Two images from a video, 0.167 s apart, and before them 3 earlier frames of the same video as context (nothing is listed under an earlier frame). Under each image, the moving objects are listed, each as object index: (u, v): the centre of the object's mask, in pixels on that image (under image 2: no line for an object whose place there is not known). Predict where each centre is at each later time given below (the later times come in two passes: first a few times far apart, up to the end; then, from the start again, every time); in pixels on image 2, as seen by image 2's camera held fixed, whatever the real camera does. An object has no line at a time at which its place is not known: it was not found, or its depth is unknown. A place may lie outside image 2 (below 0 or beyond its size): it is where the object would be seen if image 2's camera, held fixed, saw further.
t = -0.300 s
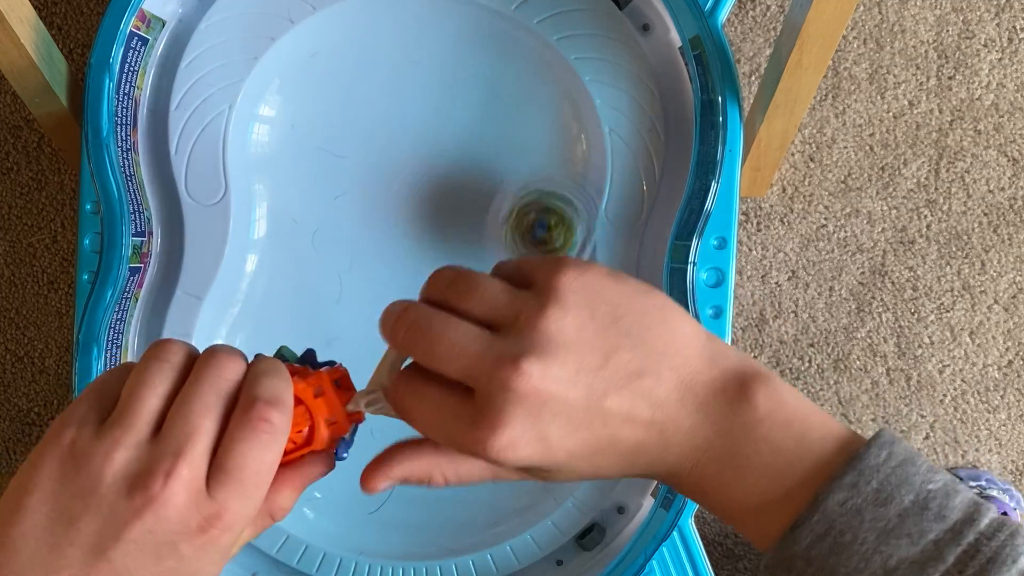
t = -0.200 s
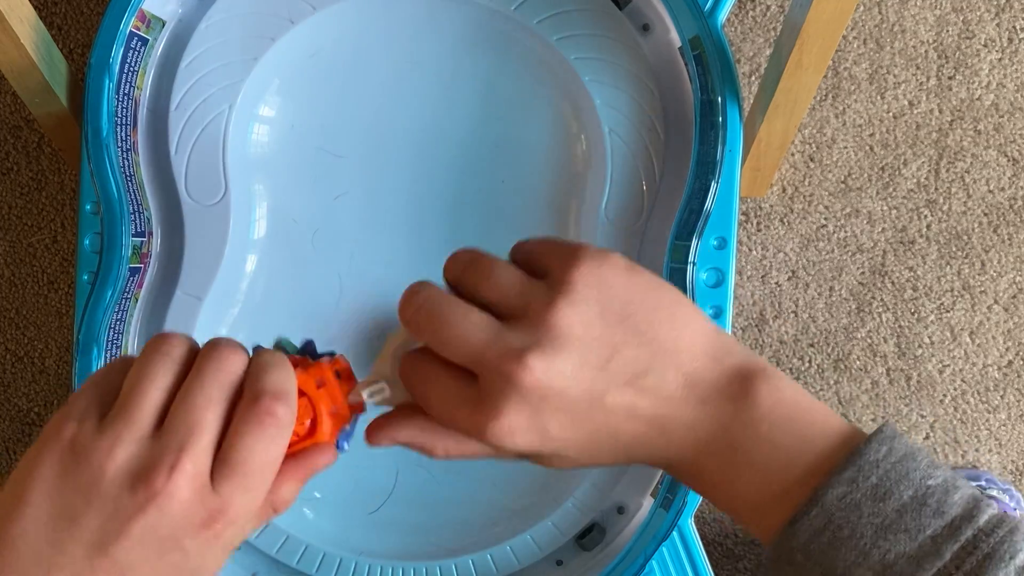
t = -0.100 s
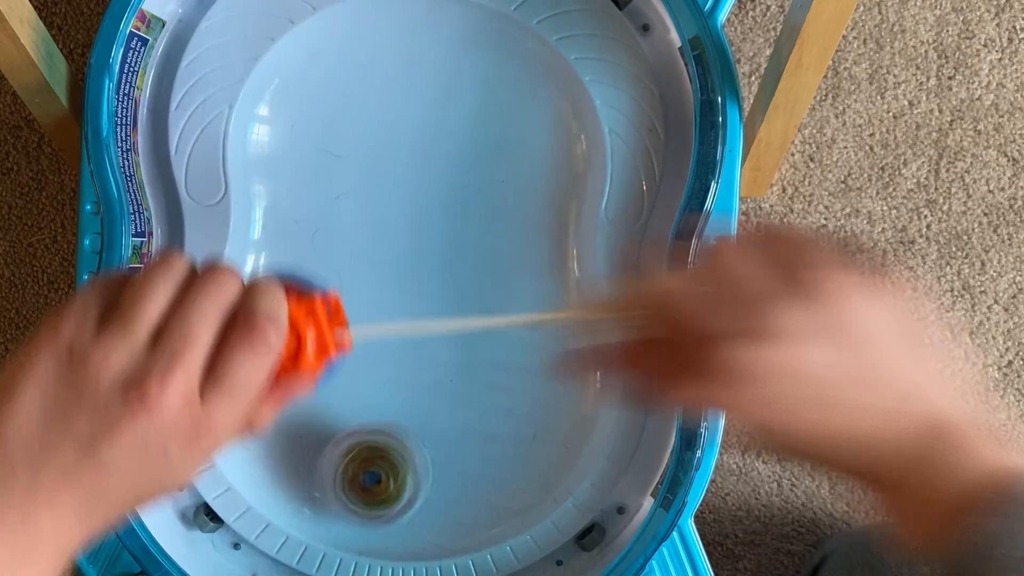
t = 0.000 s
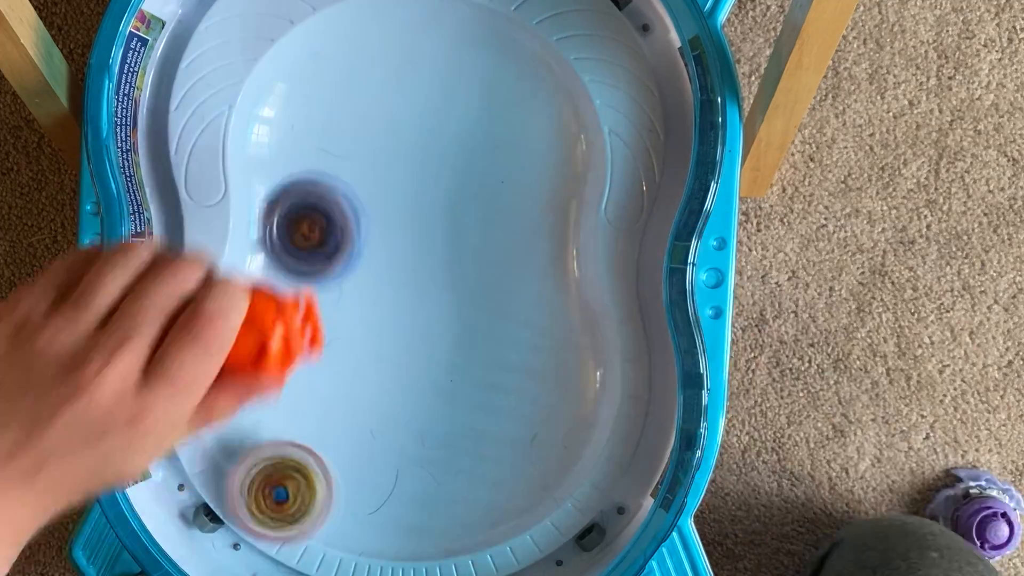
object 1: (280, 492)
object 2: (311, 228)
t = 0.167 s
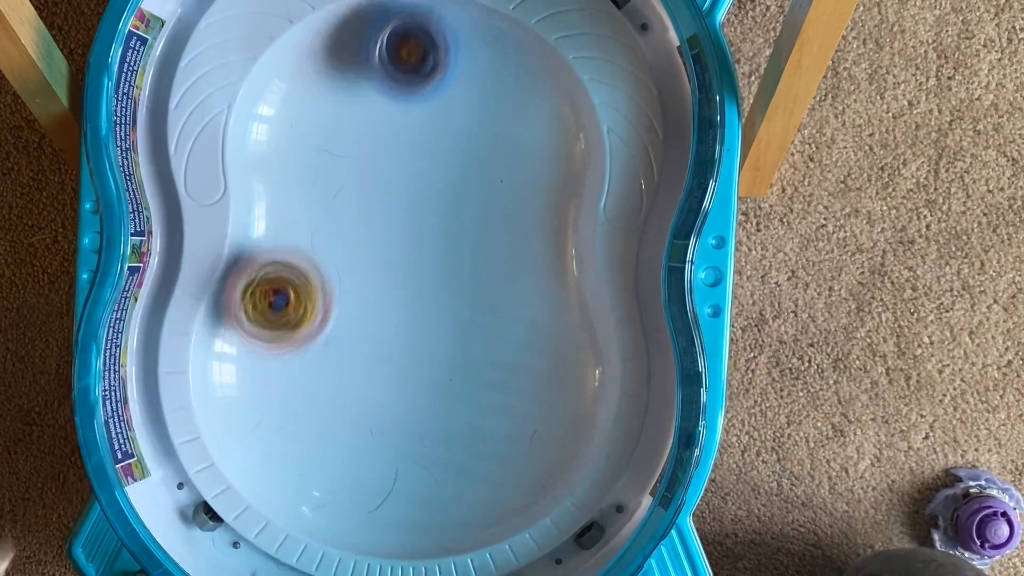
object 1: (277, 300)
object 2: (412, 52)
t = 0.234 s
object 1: (326, 221)
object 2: (464, 36)
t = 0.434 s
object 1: (471, 85)
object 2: (508, 249)
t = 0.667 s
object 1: (537, 251)
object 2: (312, 525)
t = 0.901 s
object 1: (407, 453)
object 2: (287, 328)
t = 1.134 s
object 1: (243, 324)
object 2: (480, 37)
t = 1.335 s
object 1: (373, 104)
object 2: (499, 232)
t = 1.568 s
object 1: (559, 157)
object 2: (316, 523)
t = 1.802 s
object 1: (469, 428)
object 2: (289, 339)
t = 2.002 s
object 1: (280, 445)
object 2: (461, 77)
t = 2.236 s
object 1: (338, 176)
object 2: (519, 186)
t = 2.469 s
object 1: (533, 109)
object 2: (375, 455)
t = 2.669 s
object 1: (516, 294)
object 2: (266, 436)
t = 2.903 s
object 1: (366, 450)
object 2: (381, 166)
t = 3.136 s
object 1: (265, 323)
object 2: (536, 98)
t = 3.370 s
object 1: (382, 207)
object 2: (470, 334)
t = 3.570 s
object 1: (470, 229)
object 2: (323, 474)
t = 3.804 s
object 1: (512, 339)
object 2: (273, 304)
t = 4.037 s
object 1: (440, 438)
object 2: (452, 109)
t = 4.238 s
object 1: (317, 394)
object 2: (546, 165)
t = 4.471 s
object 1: (335, 289)
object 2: (445, 376)
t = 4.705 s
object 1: (405, 238)
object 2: (290, 414)
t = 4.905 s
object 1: (460, 263)
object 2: (299, 251)
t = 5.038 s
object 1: (476, 304)
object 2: (389, 159)
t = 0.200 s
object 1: (303, 260)
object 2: (439, 32)
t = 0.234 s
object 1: (326, 221)
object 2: (464, 36)
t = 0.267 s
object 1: (352, 185)
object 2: (486, 43)
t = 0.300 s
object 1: (374, 154)
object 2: (509, 65)
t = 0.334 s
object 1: (403, 123)
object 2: (522, 102)
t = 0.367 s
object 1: (424, 106)
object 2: (525, 149)
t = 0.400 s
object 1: (448, 91)
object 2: (521, 200)
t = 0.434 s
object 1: (471, 85)
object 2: (508, 249)
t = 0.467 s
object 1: (501, 87)
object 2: (487, 301)
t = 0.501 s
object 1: (518, 100)
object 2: (463, 353)
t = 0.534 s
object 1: (541, 119)
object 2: (438, 400)
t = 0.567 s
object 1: (552, 145)
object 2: (409, 444)
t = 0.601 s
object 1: (553, 179)
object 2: (377, 480)
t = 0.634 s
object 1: (548, 211)
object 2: (344, 513)
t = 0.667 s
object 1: (537, 251)
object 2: (312, 525)
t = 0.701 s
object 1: (523, 287)
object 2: (285, 529)
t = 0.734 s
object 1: (508, 323)
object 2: (266, 515)
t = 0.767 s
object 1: (492, 359)
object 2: (251, 491)
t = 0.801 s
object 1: (475, 391)
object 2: (248, 462)
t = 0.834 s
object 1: (456, 419)
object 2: (246, 422)
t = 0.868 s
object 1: (433, 439)
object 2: (264, 378)
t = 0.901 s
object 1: (407, 453)
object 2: (287, 328)
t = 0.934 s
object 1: (378, 458)
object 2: (314, 277)
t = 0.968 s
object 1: (347, 457)
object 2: (344, 226)
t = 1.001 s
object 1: (317, 448)
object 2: (372, 174)
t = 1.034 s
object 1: (287, 427)
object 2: (399, 124)
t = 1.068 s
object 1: (261, 400)
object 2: (424, 82)
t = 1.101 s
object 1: (246, 363)
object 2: (455, 49)
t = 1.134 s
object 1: (243, 324)
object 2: (480, 37)
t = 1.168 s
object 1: (254, 287)
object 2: (500, 43)
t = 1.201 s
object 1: (273, 247)
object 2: (522, 57)
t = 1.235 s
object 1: (295, 207)
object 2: (530, 86)
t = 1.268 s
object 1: (318, 171)
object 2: (529, 131)
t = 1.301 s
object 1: (348, 136)
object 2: (518, 180)
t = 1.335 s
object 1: (373, 104)
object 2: (499, 232)
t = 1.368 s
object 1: (399, 84)
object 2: (479, 283)
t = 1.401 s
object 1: (432, 71)
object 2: (454, 336)
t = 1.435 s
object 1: (462, 69)
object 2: (431, 385)
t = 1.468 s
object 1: (491, 76)
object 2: (405, 435)
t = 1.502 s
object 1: (518, 95)
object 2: (378, 471)
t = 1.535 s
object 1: (546, 125)
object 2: (341, 507)
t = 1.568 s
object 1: (559, 157)
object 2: (316, 523)
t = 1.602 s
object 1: (559, 193)
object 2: (291, 521)
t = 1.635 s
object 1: (553, 235)
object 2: (271, 510)
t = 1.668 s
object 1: (539, 278)
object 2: (257, 495)
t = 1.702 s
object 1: (524, 317)
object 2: (249, 468)
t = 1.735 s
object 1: (507, 358)
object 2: (248, 430)
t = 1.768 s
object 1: (490, 395)
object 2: (265, 389)
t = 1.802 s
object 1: (469, 428)
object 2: (289, 339)
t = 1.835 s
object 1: (445, 454)
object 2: (318, 290)
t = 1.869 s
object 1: (418, 468)
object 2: (348, 241)
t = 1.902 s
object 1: (384, 476)
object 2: (377, 191)
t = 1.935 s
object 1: (349, 476)
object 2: (408, 148)
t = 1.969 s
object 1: (312, 467)
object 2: (436, 105)
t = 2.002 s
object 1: (280, 445)
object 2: (461, 77)
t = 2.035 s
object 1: (255, 414)
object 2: (491, 53)
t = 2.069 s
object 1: (240, 376)
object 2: (512, 49)
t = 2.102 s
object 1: (238, 334)
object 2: (529, 57)
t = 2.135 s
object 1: (253, 292)
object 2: (535, 79)
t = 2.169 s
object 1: (278, 250)
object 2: (538, 107)
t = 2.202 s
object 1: (306, 212)
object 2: (531, 144)
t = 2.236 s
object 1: (338, 176)
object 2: (519, 186)
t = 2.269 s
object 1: (367, 148)
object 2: (497, 232)
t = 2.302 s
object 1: (395, 119)
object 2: (478, 276)
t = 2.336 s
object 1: (422, 100)
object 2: (457, 317)
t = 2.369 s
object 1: (449, 89)
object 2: (437, 358)
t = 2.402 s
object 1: (477, 87)
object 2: (420, 396)
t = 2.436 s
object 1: (510, 93)
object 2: (398, 429)
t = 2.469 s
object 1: (533, 109)
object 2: (375, 455)
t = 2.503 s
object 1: (552, 133)
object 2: (351, 472)
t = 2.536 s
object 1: (561, 159)
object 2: (326, 486)
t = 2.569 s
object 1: (561, 193)
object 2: (304, 489)
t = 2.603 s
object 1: (550, 226)
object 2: (287, 482)
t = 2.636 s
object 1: (534, 260)
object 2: (276, 464)
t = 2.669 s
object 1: (516, 294)
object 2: (266, 436)
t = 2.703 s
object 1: (497, 324)
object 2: (268, 401)
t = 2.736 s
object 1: (477, 357)
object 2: (272, 362)
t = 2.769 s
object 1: (458, 388)
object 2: (285, 321)
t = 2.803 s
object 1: (436, 415)
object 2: (305, 280)
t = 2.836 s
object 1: (416, 434)
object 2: (330, 240)
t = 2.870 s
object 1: (392, 445)
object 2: (356, 203)
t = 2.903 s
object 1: (366, 450)
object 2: (381, 166)
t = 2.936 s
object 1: (341, 446)
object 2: (406, 137)
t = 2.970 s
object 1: (314, 435)
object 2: (430, 111)
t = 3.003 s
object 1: (291, 419)
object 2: (451, 91)
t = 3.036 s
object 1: (273, 398)
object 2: (477, 78)
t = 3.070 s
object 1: (262, 375)
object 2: (502, 75)
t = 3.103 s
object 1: (259, 348)
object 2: (522, 83)
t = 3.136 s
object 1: (265, 323)
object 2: (536, 98)
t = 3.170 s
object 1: (278, 298)
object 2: (547, 118)
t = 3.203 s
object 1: (294, 276)
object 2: (552, 148)
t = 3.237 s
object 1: (311, 258)
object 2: (545, 181)
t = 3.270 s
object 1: (330, 241)
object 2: (534, 212)
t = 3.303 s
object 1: (350, 227)
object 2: (514, 253)
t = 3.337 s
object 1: (367, 216)
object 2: (491, 295)
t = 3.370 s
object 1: (382, 207)
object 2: (470, 334)
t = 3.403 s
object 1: (398, 204)
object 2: (449, 369)
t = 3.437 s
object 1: (414, 205)
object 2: (428, 404)
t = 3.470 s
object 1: (430, 208)
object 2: (405, 430)
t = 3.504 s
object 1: (444, 213)
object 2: (380, 452)
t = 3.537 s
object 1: (459, 220)
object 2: (351, 469)
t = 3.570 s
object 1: (470, 229)
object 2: (323, 474)
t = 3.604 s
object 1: (482, 241)
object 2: (298, 474)
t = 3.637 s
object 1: (490, 255)
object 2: (275, 462)
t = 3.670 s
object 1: (497, 271)
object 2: (260, 441)
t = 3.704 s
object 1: (501, 287)
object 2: (249, 415)
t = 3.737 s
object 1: (504, 305)
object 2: (244, 379)
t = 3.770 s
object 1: (508, 322)
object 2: (256, 344)
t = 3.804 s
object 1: (512, 339)
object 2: (273, 304)
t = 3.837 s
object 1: (516, 356)
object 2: (298, 266)
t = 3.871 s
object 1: (515, 373)
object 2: (322, 231)
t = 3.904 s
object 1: (509, 391)
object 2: (352, 198)
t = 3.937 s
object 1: (497, 408)
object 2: (377, 168)
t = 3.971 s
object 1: (482, 421)
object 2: (404, 144)
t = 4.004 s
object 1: (462, 431)
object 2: (426, 125)
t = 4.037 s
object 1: (440, 438)
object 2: (452, 109)
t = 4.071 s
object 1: (417, 440)
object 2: (473, 103)
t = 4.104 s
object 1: (393, 438)
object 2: (497, 101)
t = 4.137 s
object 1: (371, 432)
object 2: (515, 109)
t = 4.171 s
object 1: (349, 422)
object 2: (533, 122)
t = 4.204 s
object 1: (331, 410)
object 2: (542, 140)
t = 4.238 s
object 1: (317, 394)
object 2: (546, 165)
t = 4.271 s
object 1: (306, 377)
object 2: (543, 189)
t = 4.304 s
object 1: (301, 359)
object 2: (530, 223)
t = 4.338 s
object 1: (301, 341)
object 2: (516, 253)
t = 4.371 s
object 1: (307, 327)
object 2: (497, 289)
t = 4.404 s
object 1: (316, 314)
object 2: (480, 319)
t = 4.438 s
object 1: (326, 301)
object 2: (461, 349)
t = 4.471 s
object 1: (335, 289)
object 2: (445, 376)
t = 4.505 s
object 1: (344, 276)
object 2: (429, 397)
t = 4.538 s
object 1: (354, 264)
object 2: (406, 416)
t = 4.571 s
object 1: (363, 254)
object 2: (386, 428)
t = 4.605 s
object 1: (372, 246)
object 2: (362, 433)
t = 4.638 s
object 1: (383, 241)
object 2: (337, 436)
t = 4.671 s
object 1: (394, 238)
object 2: (315, 429)
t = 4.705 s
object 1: (405, 238)
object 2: (290, 414)
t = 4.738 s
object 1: (415, 238)
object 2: (272, 397)
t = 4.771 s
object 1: (426, 240)
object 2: (261, 371)
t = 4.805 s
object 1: (435, 244)
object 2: (254, 344)
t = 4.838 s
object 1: (445, 249)
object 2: (263, 314)
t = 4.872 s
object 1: (453, 256)
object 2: (281, 279)
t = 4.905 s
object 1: (460, 263)
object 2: (299, 251)
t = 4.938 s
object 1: (464, 271)
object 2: (322, 224)
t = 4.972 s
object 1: (469, 281)
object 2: (348, 198)
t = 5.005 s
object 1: (472, 292)
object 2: (368, 175)
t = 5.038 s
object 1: (476, 304)
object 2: (389, 159)
